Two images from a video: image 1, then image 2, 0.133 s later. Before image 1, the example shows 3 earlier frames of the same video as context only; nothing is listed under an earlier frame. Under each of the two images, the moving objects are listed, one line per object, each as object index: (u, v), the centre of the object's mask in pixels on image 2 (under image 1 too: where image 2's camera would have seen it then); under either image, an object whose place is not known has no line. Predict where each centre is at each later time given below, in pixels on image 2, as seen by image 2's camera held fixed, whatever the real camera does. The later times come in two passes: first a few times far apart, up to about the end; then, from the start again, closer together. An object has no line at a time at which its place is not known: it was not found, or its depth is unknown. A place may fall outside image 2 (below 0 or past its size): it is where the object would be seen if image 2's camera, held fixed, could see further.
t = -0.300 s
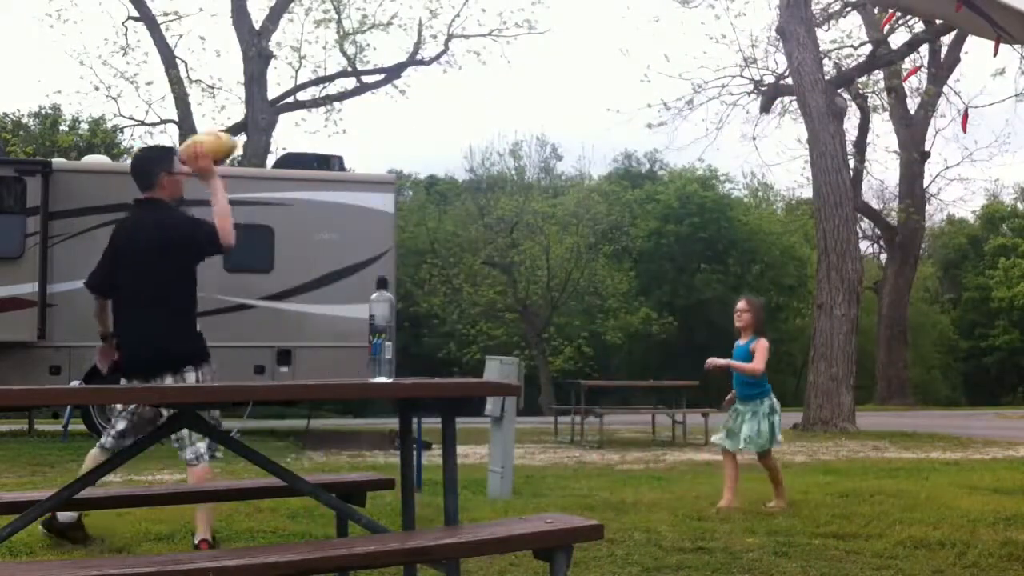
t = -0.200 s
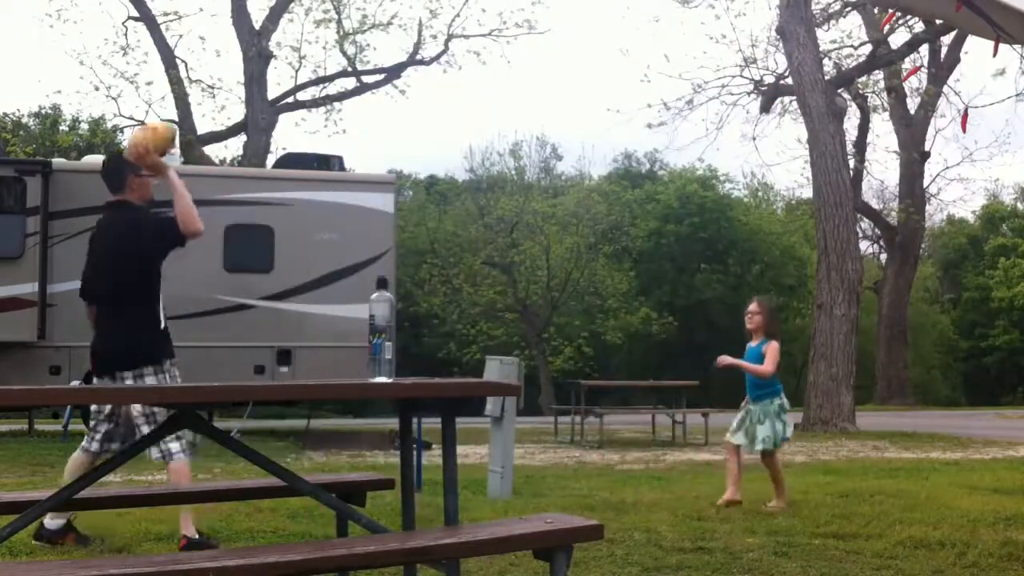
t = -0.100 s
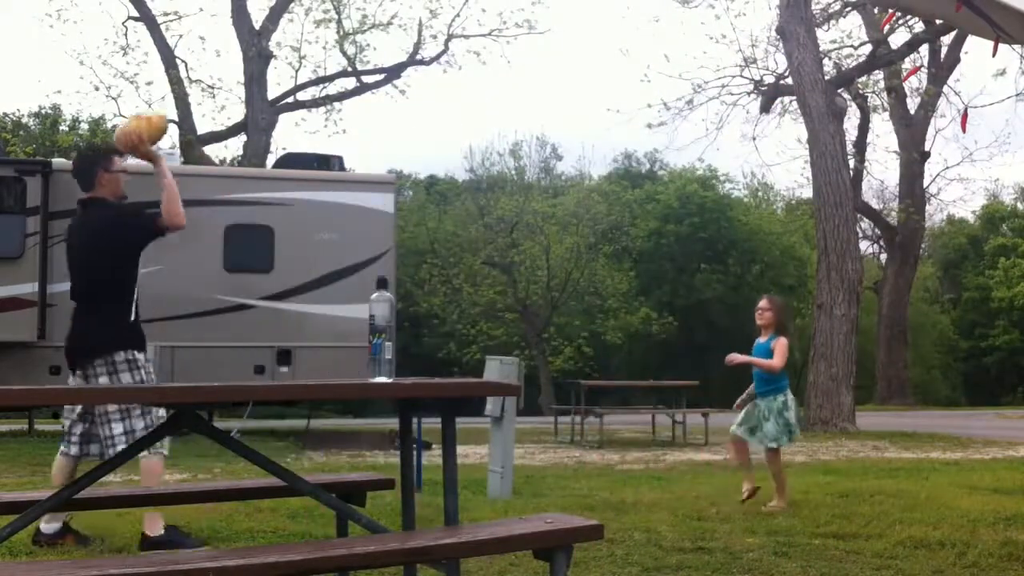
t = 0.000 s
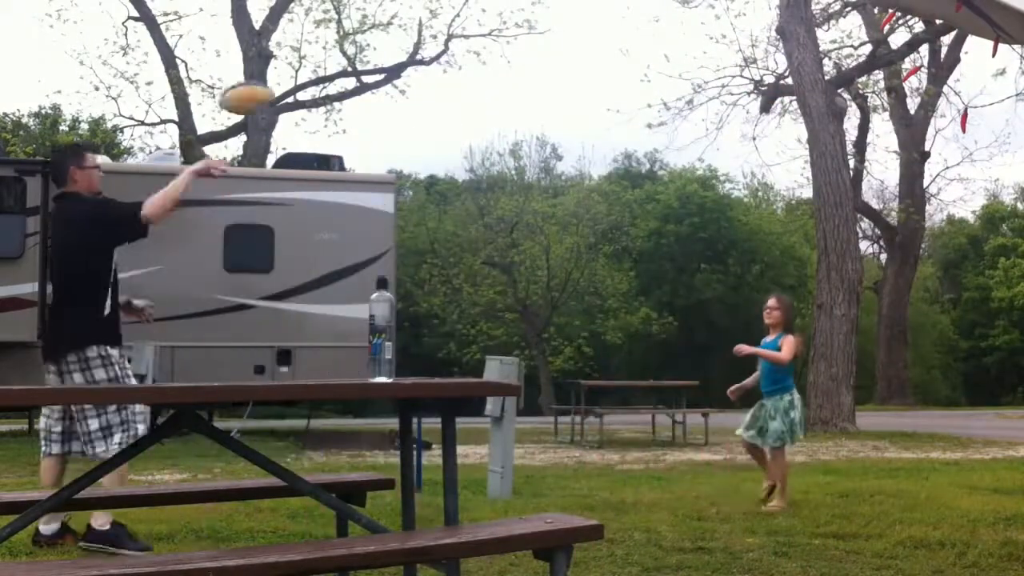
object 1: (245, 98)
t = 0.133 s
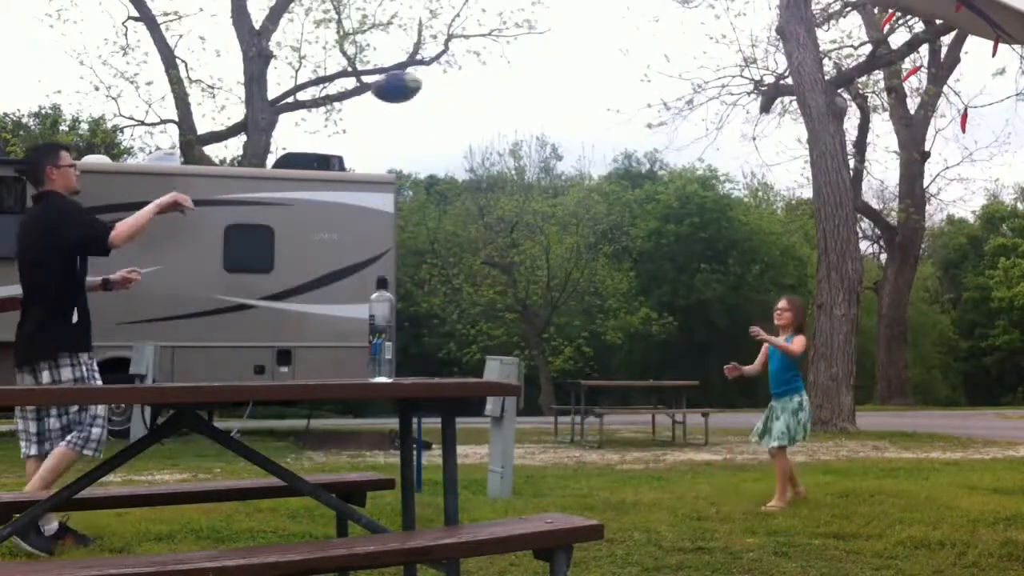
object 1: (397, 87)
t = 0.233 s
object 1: (494, 101)
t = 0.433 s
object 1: (655, 173)
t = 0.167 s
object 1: (430, 90)
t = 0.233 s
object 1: (494, 101)
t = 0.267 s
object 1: (523, 109)
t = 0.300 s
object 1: (552, 119)
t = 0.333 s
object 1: (579, 130)
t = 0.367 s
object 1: (606, 144)
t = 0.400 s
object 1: (630, 159)
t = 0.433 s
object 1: (655, 173)
